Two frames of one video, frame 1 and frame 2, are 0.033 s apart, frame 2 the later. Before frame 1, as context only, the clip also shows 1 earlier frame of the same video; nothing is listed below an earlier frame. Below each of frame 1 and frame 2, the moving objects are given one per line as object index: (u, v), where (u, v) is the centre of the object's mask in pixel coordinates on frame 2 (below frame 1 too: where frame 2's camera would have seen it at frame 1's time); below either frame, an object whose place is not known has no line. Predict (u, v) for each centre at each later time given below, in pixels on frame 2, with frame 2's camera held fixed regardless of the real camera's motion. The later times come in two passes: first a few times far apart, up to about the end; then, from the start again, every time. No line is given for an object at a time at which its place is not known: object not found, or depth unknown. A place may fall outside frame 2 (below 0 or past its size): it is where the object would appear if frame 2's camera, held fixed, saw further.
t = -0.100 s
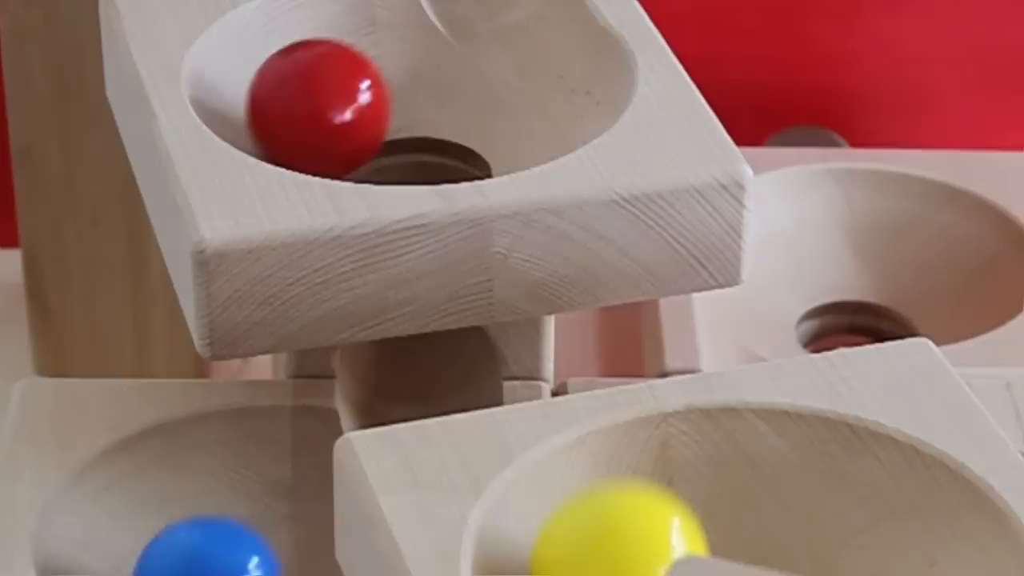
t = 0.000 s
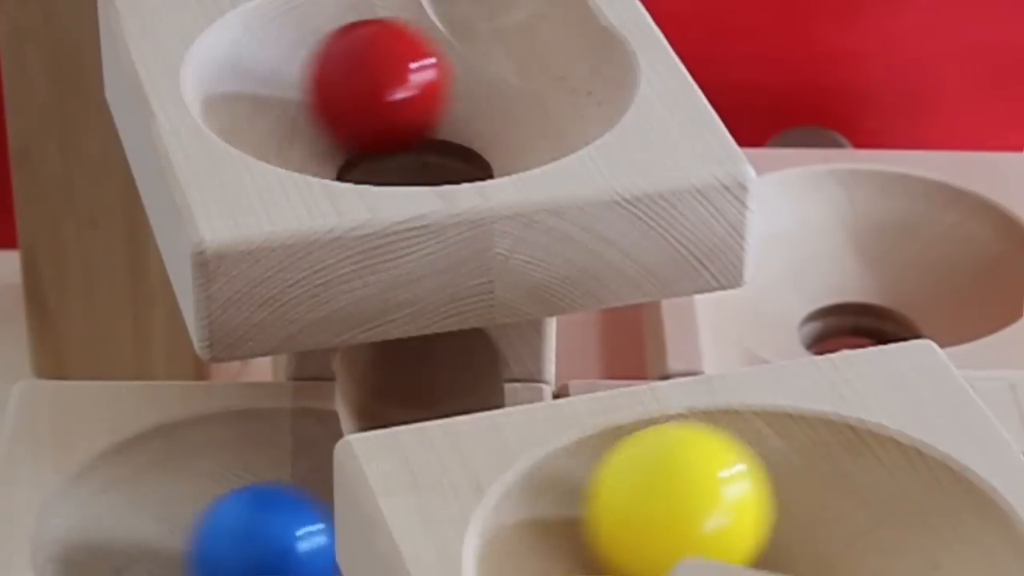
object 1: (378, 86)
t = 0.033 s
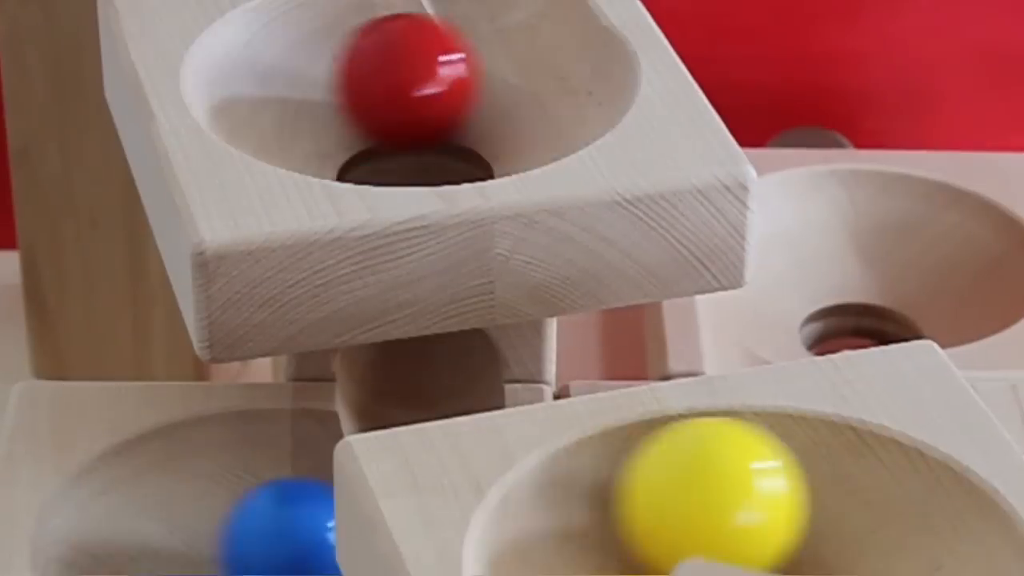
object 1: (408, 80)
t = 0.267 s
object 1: (514, 106)
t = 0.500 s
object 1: (350, 123)
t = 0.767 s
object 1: (375, 66)
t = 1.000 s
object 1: (460, 129)
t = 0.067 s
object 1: (436, 78)
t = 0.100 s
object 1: (463, 77)
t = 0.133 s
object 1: (486, 79)
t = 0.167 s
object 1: (504, 83)
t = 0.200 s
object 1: (516, 91)
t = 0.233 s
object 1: (519, 97)
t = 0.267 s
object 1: (514, 106)
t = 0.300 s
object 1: (502, 114)
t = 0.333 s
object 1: (483, 122)
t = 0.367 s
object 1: (460, 129)
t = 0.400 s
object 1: (431, 133)
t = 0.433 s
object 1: (401, 133)
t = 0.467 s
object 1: (374, 129)
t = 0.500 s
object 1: (350, 123)
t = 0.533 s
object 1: (331, 113)
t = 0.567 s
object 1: (319, 101)
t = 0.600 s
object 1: (313, 87)
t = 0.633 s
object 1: (315, 76)
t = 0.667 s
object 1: (323, 68)
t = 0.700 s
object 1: (336, 65)
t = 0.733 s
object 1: (354, 63)
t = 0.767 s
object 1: (375, 66)
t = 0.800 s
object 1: (398, 71)
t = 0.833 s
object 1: (421, 80)
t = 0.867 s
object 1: (444, 92)
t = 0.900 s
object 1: (462, 108)
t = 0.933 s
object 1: (469, 118)
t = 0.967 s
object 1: (468, 124)
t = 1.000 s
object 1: (460, 129)
